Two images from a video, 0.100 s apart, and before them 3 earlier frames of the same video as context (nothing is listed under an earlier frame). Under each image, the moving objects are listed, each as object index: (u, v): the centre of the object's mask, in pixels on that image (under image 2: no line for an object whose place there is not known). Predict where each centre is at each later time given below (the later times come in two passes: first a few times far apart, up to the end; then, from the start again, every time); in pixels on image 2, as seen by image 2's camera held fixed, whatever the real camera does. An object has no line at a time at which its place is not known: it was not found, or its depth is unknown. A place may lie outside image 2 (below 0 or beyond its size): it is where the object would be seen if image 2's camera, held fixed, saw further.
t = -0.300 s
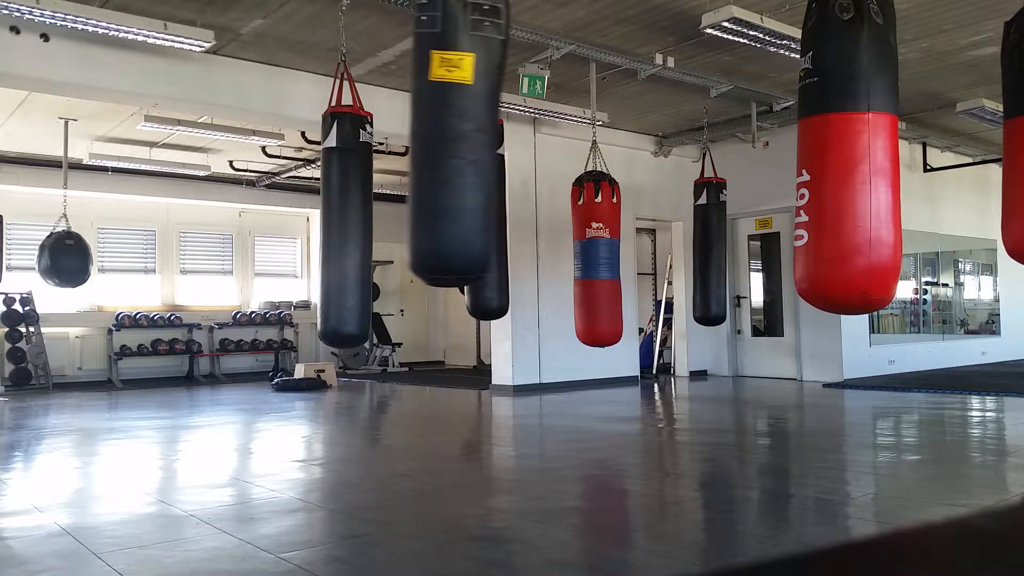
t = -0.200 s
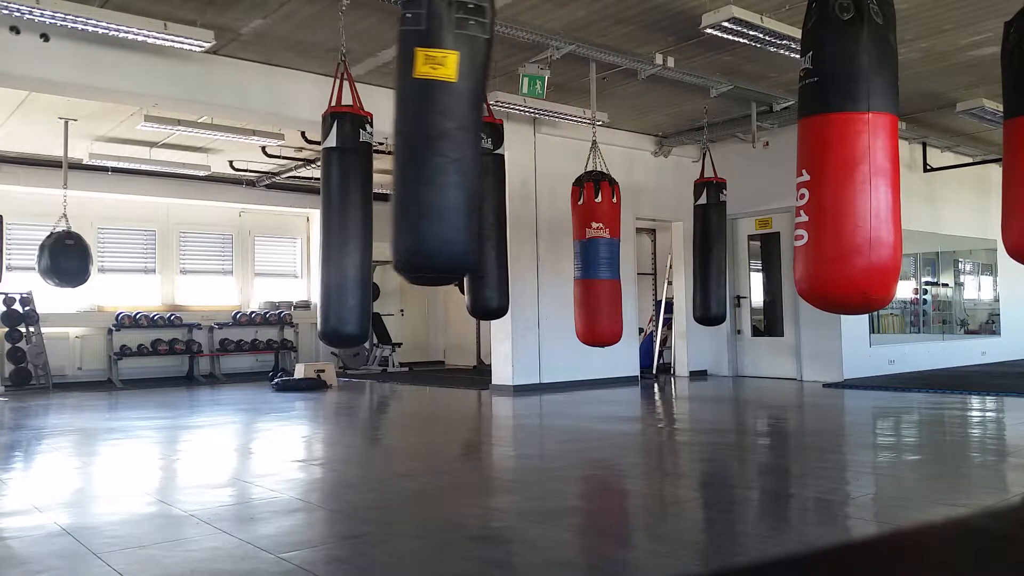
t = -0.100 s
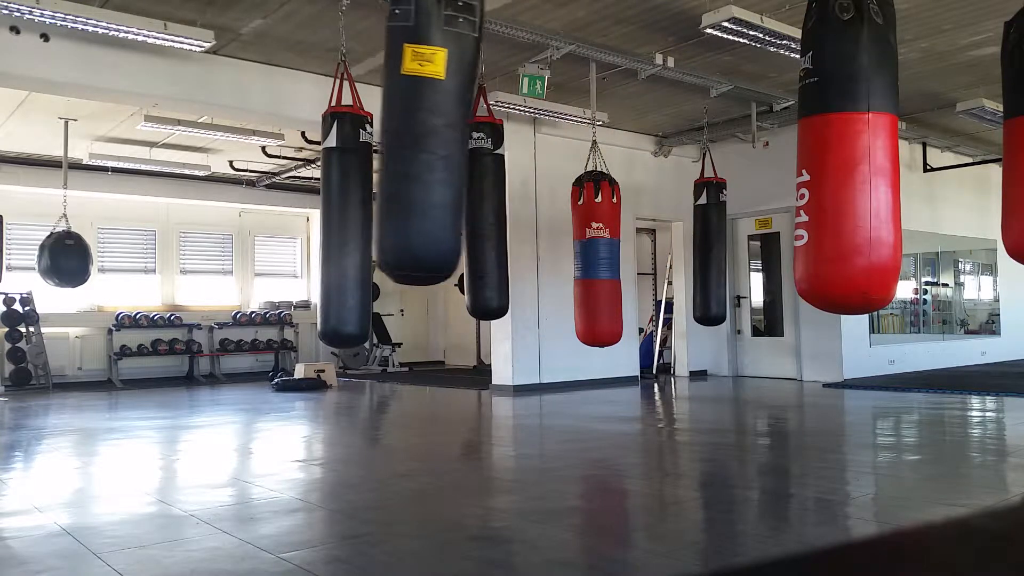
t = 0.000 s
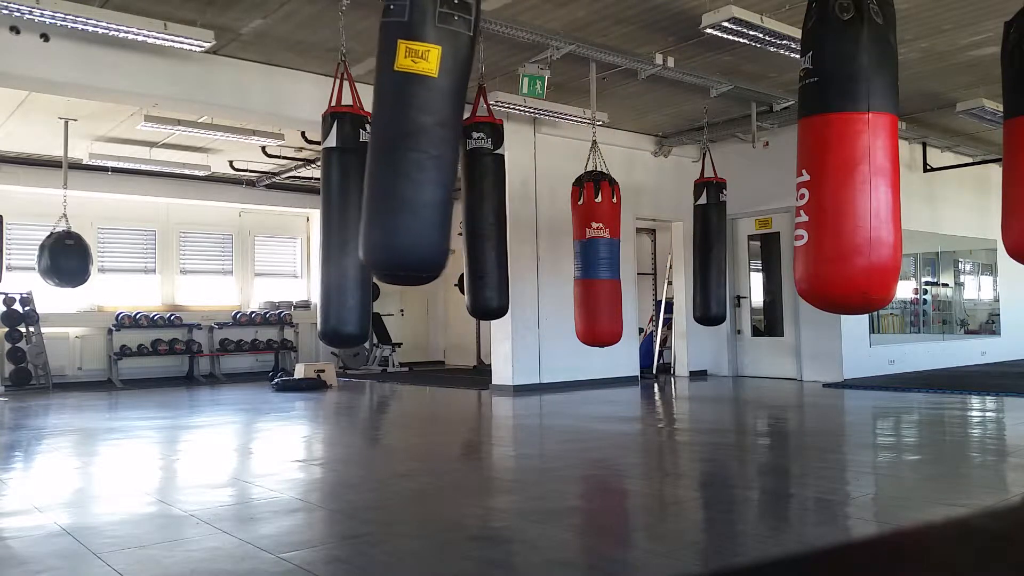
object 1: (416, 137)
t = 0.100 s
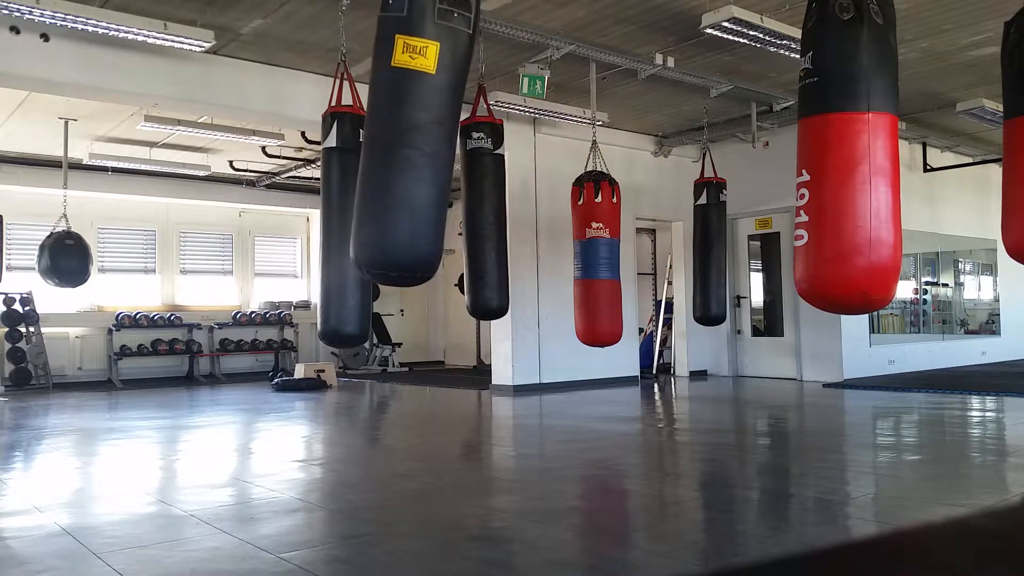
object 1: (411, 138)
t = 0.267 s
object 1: (412, 139)
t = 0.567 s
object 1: (453, 139)
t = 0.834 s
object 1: (523, 136)
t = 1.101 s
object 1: (592, 131)
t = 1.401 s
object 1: (615, 131)
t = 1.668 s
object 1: (583, 139)
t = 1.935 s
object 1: (525, 140)
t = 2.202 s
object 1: (469, 138)
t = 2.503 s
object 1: (421, 136)
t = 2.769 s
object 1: (406, 138)
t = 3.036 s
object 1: (428, 142)
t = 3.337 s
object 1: (499, 138)
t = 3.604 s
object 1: (574, 133)
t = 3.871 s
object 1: (617, 131)
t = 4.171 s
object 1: (600, 137)
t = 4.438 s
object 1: (546, 141)
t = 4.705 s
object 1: (486, 140)
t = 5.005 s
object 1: (429, 136)
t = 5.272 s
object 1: (403, 137)
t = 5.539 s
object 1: (413, 141)
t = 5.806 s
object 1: (465, 140)
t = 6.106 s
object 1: (552, 135)
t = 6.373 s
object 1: (610, 131)
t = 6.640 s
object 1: (615, 134)
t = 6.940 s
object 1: (567, 141)
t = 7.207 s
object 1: (504, 143)
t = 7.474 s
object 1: (446, 137)
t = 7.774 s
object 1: (404, 138)
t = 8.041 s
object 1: (402, 139)
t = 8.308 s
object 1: (443, 141)
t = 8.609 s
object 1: (527, 138)
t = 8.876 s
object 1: (597, 133)
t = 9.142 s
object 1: (620, 133)
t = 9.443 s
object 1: (585, 140)
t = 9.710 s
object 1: (526, 142)
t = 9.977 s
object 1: (463, 144)
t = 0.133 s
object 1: (410, 138)
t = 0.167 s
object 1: (410, 138)
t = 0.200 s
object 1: (410, 139)
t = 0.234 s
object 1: (411, 139)
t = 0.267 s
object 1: (412, 139)
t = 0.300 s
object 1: (414, 140)
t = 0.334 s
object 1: (417, 140)
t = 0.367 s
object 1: (420, 141)
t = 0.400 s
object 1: (424, 141)
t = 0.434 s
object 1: (429, 142)
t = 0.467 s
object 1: (434, 141)
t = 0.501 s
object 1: (440, 140)
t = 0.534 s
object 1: (446, 141)
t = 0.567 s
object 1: (453, 139)
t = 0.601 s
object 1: (461, 140)
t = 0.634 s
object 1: (468, 139)
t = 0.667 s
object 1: (477, 140)
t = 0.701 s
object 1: (487, 138)
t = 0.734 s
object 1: (495, 138)
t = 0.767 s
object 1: (505, 137)
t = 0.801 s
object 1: (513, 137)
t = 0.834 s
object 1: (523, 136)
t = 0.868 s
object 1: (533, 135)
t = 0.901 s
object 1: (543, 134)
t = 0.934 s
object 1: (553, 133)
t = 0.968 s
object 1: (562, 133)
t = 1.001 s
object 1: (570, 133)
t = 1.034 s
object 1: (578, 132)
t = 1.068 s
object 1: (585, 131)
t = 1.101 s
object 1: (592, 131)
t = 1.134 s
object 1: (597, 130)
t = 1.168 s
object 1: (603, 130)
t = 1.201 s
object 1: (607, 130)
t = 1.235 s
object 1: (611, 130)
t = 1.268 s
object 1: (614, 130)
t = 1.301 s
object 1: (615, 130)
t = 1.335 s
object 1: (616, 130)
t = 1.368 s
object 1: (616, 131)
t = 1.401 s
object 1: (615, 131)
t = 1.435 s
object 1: (613, 132)
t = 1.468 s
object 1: (611, 133)
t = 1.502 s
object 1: (607, 134)
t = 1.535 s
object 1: (603, 135)
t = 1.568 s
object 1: (599, 136)
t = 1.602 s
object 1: (594, 137)
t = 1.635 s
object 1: (589, 138)
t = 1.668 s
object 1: (583, 139)
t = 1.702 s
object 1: (577, 139)
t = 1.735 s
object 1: (570, 139)
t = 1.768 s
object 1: (563, 140)
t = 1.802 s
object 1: (556, 140)
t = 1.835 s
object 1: (548, 140)
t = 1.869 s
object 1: (540, 140)
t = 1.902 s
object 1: (533, 140)
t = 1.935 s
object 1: (525, 140)
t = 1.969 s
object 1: (519, 137)
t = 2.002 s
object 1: (512, 139)
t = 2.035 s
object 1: (503, 141)
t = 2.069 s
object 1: (497, 139)
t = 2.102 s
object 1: (490, 138)
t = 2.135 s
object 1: (483, 138)
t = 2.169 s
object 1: (476, 138)
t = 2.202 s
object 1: (469, 138)
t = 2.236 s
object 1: (463, 140)
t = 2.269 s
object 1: (455, 137)
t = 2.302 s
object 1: (449, 135)
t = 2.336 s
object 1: (444, 136)
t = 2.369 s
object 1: (439, 138)
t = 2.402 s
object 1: (434, 137)
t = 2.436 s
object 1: (429, 136)
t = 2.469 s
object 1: (425, 136)
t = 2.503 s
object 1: (421, 136)
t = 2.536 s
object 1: (417, 136)
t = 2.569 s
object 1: (414, 136)
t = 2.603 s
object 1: (411, 136)
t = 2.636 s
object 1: (409, 137)
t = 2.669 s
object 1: (407, 137)
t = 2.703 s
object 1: (406, 138)
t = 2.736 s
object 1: (406, 138)
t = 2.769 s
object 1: (406, 138)
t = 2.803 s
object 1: (406, 139)
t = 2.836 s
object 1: (407, 139)
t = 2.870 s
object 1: (409, 140)
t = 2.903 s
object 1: (411, 140)
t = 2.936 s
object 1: (414, 141)
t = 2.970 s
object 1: (418, 141)
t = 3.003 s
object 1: (422, 141)
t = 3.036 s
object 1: (428, 142)
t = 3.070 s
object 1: (434, 140)
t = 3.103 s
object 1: (439, 140)
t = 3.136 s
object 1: (447, 141)
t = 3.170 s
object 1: (455, 141)
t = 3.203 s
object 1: (462, 140)
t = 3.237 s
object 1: (471, 140)
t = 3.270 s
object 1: (480, 139)
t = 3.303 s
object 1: (490, 139)
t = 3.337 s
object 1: (499, 138)
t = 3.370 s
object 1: (508, 139)
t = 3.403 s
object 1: (518, 138)
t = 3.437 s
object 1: (528, 137)
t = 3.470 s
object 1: (538, 136)
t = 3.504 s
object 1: (547, 135)
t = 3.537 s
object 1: (557, 134)
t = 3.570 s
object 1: (566, 134)
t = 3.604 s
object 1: (574, 133)
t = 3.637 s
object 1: (582, 132)
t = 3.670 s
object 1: (589, 132)
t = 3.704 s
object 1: (596, 132)
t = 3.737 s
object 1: (602, 131)
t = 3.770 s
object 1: (607, 130)
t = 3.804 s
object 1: (611, 130)
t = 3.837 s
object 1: (614, 130)
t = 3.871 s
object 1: (617, 131)
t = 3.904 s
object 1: (618, 131)
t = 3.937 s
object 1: (618, 131)
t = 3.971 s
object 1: (617, 132)
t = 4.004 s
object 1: (616, 132)
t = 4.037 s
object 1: (614, 133)
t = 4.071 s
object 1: (612, 134)
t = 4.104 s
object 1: (608, 136)
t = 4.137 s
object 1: (604, 136)
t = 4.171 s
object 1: (600, 137)
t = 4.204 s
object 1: (595, 138)
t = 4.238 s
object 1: (589, 139)
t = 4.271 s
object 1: (582, 139)
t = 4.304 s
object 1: (576, 140)
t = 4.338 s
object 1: (569, 140)
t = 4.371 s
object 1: (561, 140)
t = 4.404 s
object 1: (554, 140)
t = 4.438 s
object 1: (546, 141)
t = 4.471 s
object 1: (539, 140)
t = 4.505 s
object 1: (531, 140)
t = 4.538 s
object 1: (524, 139)
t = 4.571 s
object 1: (515, 141)
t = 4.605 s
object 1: (509, 140)
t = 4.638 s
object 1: (501, 140)
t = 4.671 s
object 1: (493, 139)
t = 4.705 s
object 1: (486, 140)
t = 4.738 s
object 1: (479, 139)
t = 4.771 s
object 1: (472, 139)
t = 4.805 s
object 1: (465, 139)
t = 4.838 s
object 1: (458, 138)
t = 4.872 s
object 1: (451, 137)
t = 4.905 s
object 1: (445, 137)
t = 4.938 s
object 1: (439, 137)
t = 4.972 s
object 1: (434, 137)
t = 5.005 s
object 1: (429, 136)
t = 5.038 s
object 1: (424, 137)
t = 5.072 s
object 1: (420, 136)
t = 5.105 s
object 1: (416, 136)
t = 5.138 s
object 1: (412, 136)
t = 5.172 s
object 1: (409, 136)
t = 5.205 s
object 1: (407, 137)
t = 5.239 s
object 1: (404, 137)
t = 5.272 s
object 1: (403, 137)
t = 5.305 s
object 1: (402, 137)
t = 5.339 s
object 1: (402, 138)
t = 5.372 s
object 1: (402, 138)
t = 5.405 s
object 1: (403, 139)
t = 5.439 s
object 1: (404, 139)
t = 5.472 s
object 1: (406, 140)
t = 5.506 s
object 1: (409, 140)
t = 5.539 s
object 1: (413, 141)
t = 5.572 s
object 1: (417, 141)
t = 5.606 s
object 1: (422, 141)
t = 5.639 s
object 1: (428, 141)
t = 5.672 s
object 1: (434, 140)
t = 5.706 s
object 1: (440, 138)
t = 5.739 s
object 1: (447, 139)
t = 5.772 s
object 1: (457, 140)
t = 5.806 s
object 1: (465, 140)
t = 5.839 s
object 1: (474, 140)
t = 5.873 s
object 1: (483, 140)
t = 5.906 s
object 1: (493, 139)
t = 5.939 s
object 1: (503, 140)
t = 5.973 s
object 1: (511, 140)
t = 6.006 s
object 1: (522, 139)
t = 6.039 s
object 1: (532, 139)
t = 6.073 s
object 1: (542, 137)
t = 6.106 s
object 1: (552, 135)
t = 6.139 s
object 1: (562, 135)
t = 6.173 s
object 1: (570, 134)
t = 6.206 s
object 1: (579, 133)
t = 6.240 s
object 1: (587, 133)
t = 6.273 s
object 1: (593, 132)
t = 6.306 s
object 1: (600, 131)
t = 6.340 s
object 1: (605, 131)
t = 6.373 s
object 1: (610, 131)
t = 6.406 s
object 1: (614, 131)
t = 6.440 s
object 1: (617, 131)
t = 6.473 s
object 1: (618, 131)
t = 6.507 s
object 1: (619, 132)
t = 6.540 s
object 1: (619, 132)
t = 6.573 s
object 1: (619, 133)
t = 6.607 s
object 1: (617, 134)
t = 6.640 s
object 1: (615, 134)
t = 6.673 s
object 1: (612, 135)
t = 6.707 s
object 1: (608, 136)
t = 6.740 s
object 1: (604, 137)
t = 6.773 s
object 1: (599, 137)
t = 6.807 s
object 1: (594, 138)
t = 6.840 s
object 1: (588, 139)
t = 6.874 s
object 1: (581, 140)
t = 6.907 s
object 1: (574, 140)
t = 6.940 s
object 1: (567, 141)
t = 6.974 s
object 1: (559, 141)
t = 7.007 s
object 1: (552, 142)
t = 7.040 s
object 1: (544, 142)
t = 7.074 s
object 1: (536, 141)
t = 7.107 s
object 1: (528, 142)
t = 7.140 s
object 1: (521, 140)
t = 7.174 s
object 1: (512, 143)
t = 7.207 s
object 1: (504, 143)
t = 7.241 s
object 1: (497, 142)
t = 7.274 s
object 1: (489, 141)
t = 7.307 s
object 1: (481, 140)
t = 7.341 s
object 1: (474, 140)
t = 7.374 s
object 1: (467, 140)
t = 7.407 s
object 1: (459, 139)
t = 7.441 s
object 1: (453, 139)
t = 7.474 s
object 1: (446, 137)
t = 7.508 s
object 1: (441, 138)
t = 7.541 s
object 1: (435, 137)
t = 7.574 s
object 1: (429, 137)
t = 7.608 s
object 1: (424, 137)
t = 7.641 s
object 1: (419, 137)
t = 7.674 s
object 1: (415, 137)
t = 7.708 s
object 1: (411, 137)
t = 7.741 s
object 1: (408, 137)
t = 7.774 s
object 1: (404, 138)
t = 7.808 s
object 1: (402, 137)
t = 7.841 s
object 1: (400, 138)
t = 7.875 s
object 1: (399, 137)
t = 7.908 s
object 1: (399, 138)
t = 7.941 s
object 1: (399, 138)
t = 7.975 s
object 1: (399, 138)
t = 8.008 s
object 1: (400, 139)
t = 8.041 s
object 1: (402, 139)
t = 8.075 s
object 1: (405, 140)
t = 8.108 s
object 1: (408, 140)
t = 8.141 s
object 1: (412, 141)
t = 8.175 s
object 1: (417, 141)
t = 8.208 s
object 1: (422, 141)
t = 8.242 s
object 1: (429, 141)
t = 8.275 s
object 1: (436, 141)
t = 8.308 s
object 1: (443, 141)
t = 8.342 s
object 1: (451, 142)
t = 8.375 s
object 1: (459, 141)
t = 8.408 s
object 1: (468, 141)
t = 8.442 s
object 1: (477, 140)
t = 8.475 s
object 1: (488, 141)
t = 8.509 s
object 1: (498, 139)
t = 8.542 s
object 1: (507, 140)
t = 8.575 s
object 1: (518, 138)
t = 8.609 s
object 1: (527, 138)
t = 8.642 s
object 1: (536, 137)
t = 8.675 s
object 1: (547, 136)
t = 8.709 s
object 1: (557, 136)
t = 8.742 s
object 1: (566, 135)
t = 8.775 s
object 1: (575, 134)
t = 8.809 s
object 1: (583, 134)
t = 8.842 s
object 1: (591, 133)
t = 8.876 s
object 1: (597, 133)
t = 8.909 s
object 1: (603, 132)
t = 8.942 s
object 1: (608, 132)
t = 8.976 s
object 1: (612, 132)
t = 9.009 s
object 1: (616, 132)
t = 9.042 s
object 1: (618, 132)
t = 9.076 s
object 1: (620, 133)
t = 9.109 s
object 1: (620, 133)
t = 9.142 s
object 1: (620, 133)
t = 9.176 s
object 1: (619, 134)
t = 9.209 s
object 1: (618, 134)
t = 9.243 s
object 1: (615, 135)
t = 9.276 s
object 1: (612, 136)
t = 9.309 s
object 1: (607, 136)
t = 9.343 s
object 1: (603, 137)
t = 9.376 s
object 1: (598, 138)
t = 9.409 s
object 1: (592, 139)
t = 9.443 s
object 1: (585, 140)
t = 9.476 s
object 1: (579, 140)
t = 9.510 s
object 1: (572, 141)
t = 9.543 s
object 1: (565, 142)
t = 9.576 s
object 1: (557, 142)
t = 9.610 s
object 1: (549, 143)
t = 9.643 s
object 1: (541, 143)
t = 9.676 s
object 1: (532, 144)
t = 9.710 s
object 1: (526, 142)
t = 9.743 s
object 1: (516, 144)
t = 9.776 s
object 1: (507, 146)
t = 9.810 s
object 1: (500, 144)
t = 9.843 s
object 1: (492, 143)
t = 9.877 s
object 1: (485, 142)
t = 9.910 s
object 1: (477, 141)
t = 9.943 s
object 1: (469, 142)
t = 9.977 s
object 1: (463, 144)
